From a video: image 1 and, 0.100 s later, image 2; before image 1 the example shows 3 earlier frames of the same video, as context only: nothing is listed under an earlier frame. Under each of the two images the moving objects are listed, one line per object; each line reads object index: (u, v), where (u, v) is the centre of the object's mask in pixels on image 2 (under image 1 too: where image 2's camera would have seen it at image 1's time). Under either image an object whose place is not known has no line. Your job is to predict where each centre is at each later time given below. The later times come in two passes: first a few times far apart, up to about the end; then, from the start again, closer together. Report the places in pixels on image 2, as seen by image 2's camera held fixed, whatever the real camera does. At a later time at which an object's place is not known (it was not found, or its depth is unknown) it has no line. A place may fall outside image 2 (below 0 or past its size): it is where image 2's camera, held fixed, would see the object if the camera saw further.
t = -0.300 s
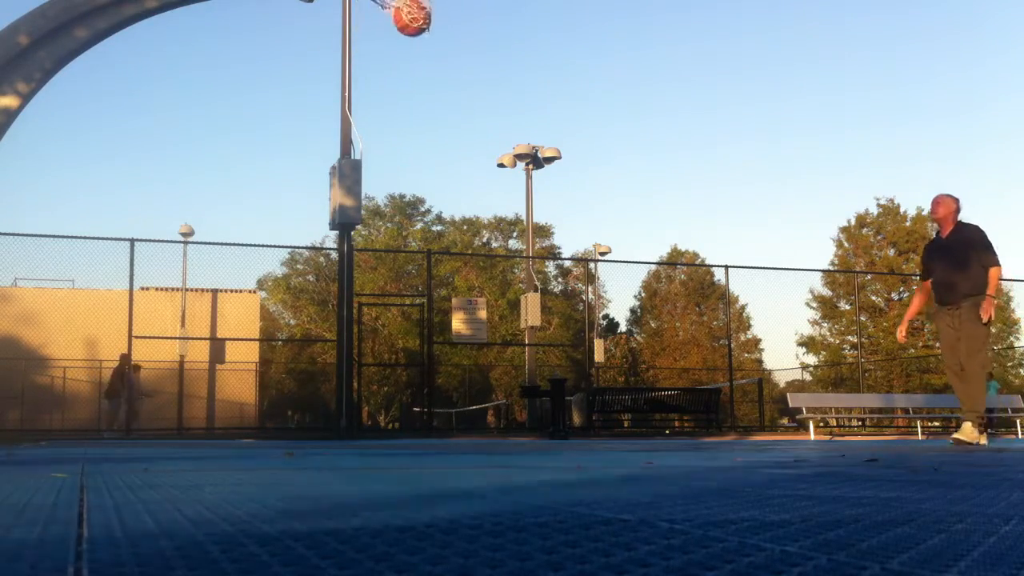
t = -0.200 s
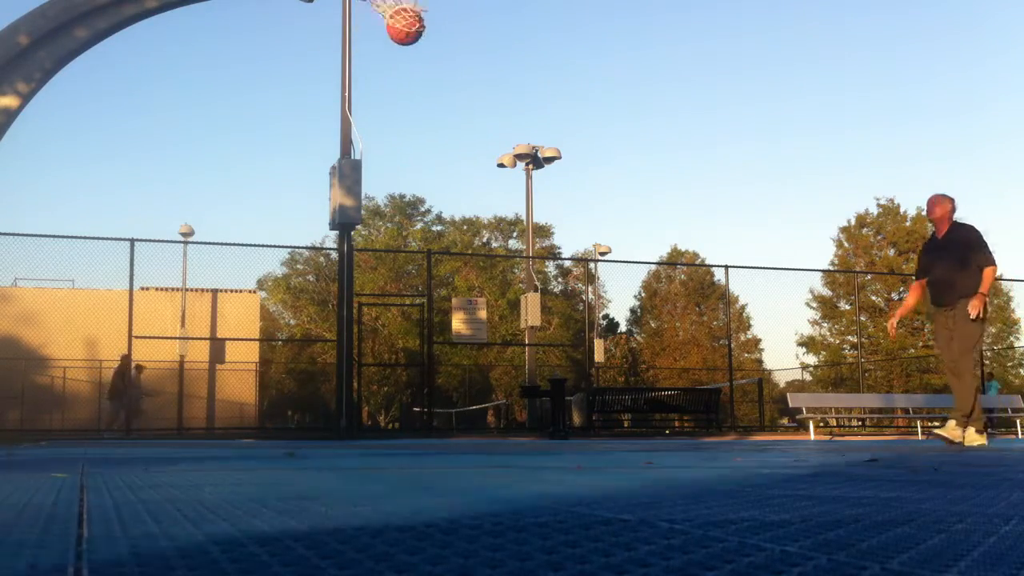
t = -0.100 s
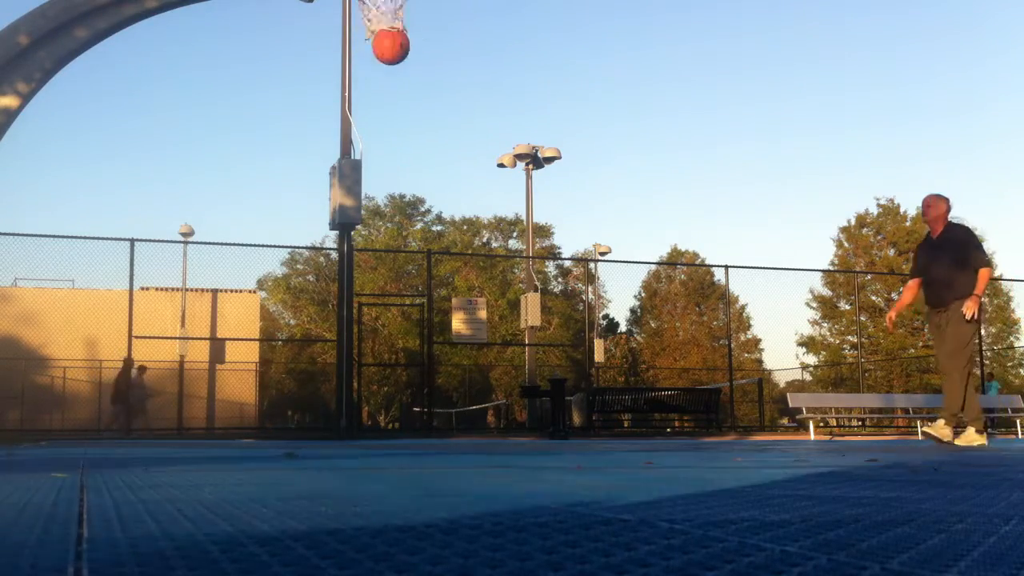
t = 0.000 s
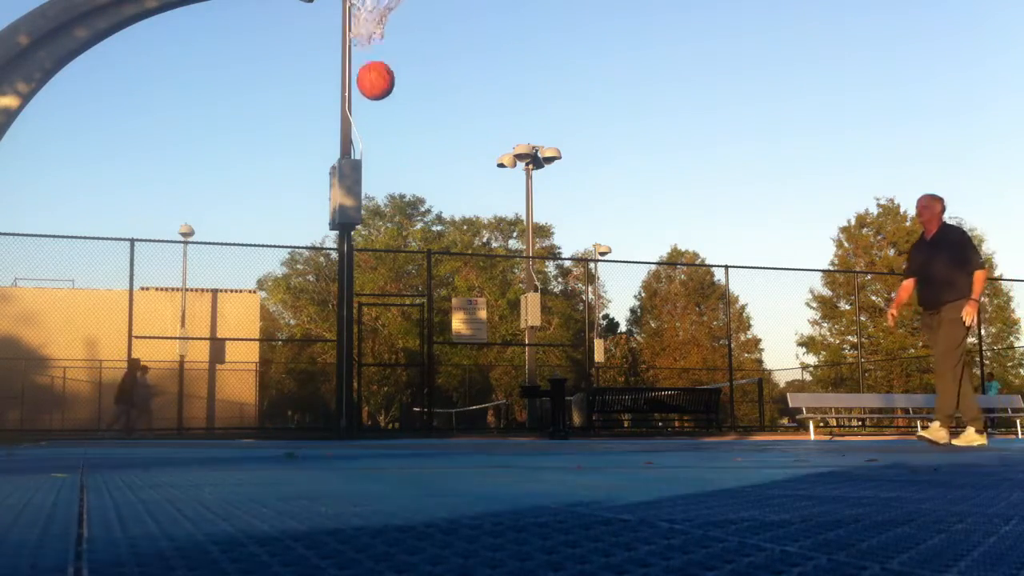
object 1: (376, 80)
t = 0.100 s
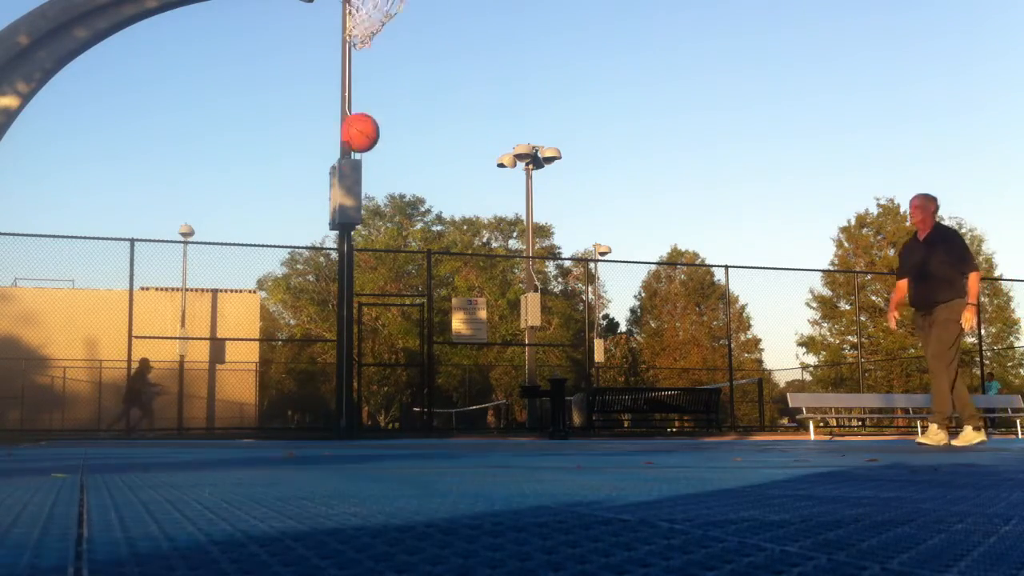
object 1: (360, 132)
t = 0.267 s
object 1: (331, 261)
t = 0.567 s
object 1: (295, 324)
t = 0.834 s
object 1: (275, 214)
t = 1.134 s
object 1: (249, 227)
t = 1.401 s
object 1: (222, 372)
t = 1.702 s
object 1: (198, 323)
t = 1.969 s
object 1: (176, 309)
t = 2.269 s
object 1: (145, 416)
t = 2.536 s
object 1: (138, 351)
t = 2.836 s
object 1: (120, 425)
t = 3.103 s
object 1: (116, 384)
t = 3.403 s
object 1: (109, 405)
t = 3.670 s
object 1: (108, 423)
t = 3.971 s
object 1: (116, 420)
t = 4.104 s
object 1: (120, 418)
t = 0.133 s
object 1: (354, 154)
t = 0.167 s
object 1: (349, 177)
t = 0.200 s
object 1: (342, 201)
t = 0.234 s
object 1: (337, 230)
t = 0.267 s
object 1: (331, 261)
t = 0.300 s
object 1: (326, 293)
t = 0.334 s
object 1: (319, 329)
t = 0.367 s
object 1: (314, 367)
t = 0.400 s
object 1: (308, 408)
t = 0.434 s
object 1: (304, 420)
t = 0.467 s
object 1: (301, 393)
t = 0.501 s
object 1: (299, 369)
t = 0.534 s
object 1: (298, 345)
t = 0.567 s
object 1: (295, 324)
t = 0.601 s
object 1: (294, 304)
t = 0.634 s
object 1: (291, 286)
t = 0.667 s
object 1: (289, 269)
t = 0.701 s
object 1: (287, 255)
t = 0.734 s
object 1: (284, 242)
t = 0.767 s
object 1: (281, 231)
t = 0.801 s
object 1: (278, 222)
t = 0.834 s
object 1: (275, 214)
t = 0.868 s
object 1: (273, 208)
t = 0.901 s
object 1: (270, 204)
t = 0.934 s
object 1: (267, 202)
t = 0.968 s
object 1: (264, 202)
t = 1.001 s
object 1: (261, 203)
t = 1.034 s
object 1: (258, 206)
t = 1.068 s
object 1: (255, 211)
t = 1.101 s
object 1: (252, 218)
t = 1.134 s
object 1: (249, 227)
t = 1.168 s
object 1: (246, 238)
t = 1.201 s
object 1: (242, 251)
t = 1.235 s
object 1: (239, 266)
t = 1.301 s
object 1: (232, 302)
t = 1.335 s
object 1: (229, 323)
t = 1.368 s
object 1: (226, 346)
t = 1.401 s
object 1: (222, 372)
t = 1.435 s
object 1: (217, 399)
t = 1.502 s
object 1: (212, 409)
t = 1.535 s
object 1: (211, 391)
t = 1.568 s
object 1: (208, 374)
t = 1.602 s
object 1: (205, 358)
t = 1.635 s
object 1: (201, 344)
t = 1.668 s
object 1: (200, 333)
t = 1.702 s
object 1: (198, 323)
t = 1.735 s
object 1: (196, 315)
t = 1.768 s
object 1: (192, 309)
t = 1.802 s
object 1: (189, 304)
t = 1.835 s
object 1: (188, 302)
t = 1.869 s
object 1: (185, 301)
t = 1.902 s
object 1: (182, 302)
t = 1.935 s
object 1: (179, 305)
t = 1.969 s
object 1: (176, 309)
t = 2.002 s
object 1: (172, 316)
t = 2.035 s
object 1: (170, 325)
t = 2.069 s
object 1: (166, 336)
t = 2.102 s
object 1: (162, 349)
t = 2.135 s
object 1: (159, 364)
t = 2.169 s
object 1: (155, 382)
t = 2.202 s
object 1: (152, 401)
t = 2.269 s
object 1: (145, 416)
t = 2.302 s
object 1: (145, 402)
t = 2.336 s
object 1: (144, 389)
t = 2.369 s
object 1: (144, 378)
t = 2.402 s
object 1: (143, 369)
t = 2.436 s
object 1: (142, 362)
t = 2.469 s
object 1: (141, 357)
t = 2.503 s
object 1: (139, 353)
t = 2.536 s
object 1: (138, 351)
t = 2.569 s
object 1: (137, 352)
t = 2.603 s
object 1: (135, 354)
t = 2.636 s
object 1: (134, 358)
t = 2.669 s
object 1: (132, 365)
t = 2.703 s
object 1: (129, 372)
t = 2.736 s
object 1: (126, 382)
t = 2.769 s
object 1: (124, 395)
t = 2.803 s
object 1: (122, 408)
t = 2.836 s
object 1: (120, 425)
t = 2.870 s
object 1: (120, 416)
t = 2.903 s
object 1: (119, 406)
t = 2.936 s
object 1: (119, 398)
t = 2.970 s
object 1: (119, 391)
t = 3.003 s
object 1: (117, 387)
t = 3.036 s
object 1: (117, 384)
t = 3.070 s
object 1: (116, 384)
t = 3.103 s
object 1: (116, 384)
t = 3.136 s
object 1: (115, 387)
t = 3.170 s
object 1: (114, 391)
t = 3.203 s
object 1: (113, 398)
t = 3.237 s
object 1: (112, 407)
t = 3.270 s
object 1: (111, 417)
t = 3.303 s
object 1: (111, 425)
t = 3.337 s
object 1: (111, 416)
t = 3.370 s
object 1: (110, 409)
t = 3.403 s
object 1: (109, 405)
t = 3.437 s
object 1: (109, 402)
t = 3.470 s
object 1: (109, 401)
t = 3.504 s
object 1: (109, 402)
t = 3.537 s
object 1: (109, 402)
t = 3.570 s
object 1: (108, 407)
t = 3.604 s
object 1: (108, 413)
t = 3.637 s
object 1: (109, 422)
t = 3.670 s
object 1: (108, 423)
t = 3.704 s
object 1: (109, 416)
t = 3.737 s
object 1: (110, 413)
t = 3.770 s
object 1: (111, 410)
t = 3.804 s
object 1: (112, 410)
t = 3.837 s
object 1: (112, 411)
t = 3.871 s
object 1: (113, 414)
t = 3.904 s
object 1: (114, 419)
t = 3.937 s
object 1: (114, 425)
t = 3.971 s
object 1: (116, 420)
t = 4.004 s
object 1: (117, 418)
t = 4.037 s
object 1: (118, 416)
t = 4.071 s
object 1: (119, 416)
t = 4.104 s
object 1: (120, 418)
